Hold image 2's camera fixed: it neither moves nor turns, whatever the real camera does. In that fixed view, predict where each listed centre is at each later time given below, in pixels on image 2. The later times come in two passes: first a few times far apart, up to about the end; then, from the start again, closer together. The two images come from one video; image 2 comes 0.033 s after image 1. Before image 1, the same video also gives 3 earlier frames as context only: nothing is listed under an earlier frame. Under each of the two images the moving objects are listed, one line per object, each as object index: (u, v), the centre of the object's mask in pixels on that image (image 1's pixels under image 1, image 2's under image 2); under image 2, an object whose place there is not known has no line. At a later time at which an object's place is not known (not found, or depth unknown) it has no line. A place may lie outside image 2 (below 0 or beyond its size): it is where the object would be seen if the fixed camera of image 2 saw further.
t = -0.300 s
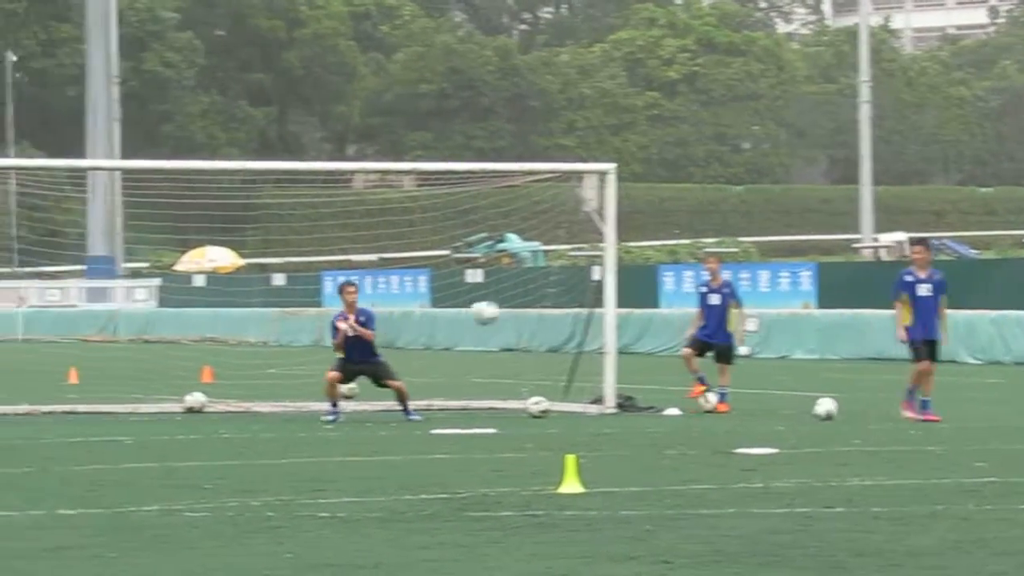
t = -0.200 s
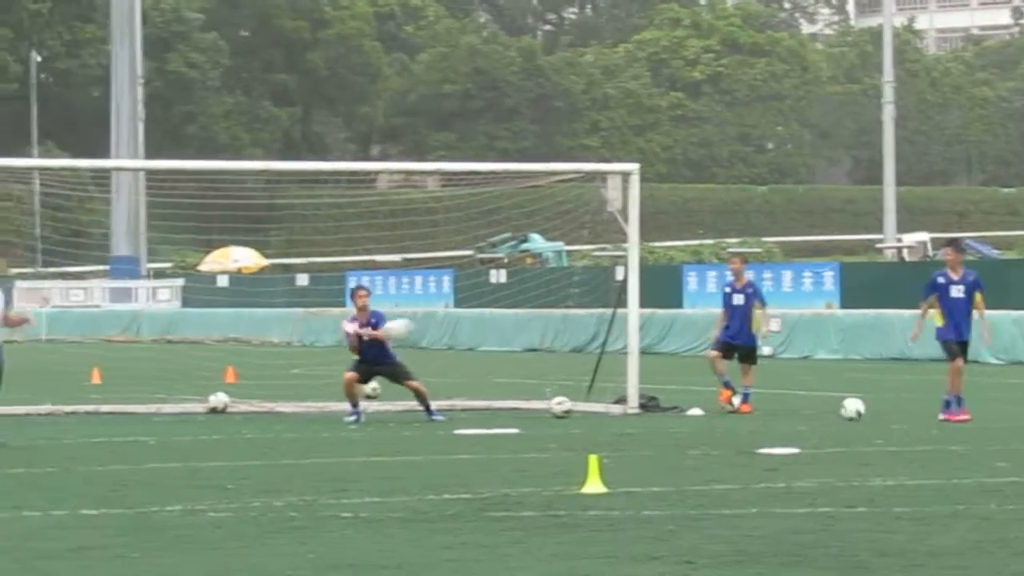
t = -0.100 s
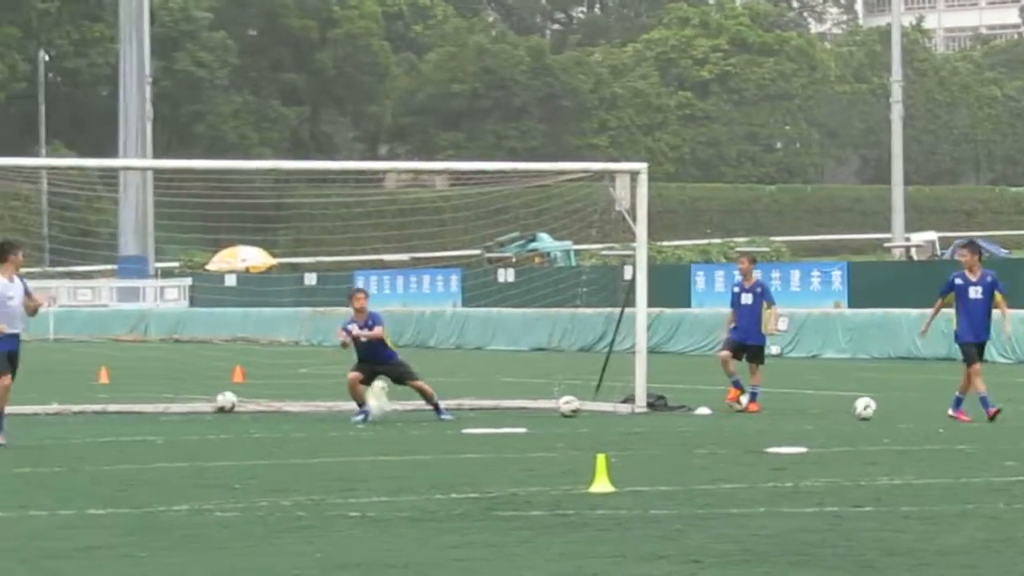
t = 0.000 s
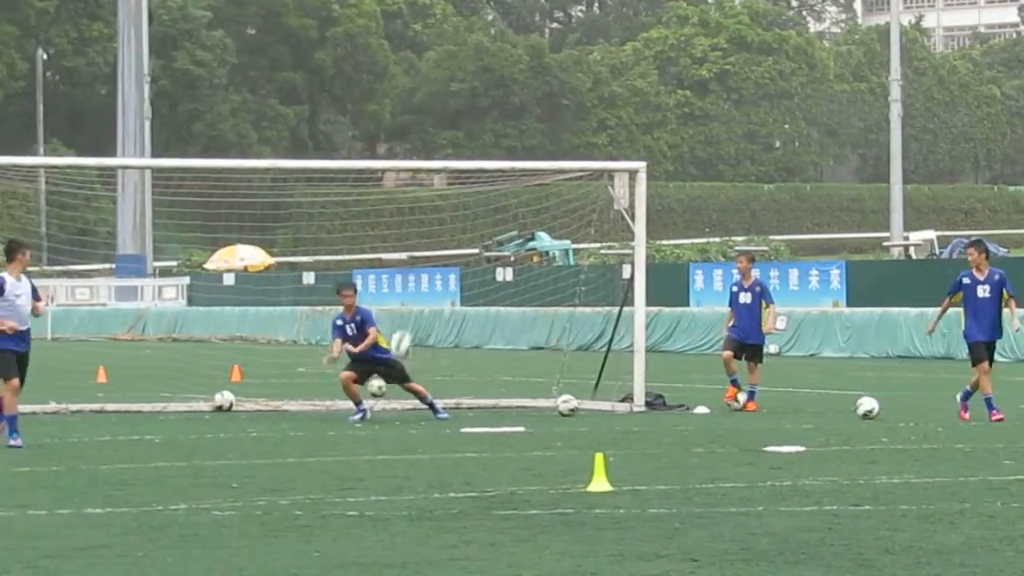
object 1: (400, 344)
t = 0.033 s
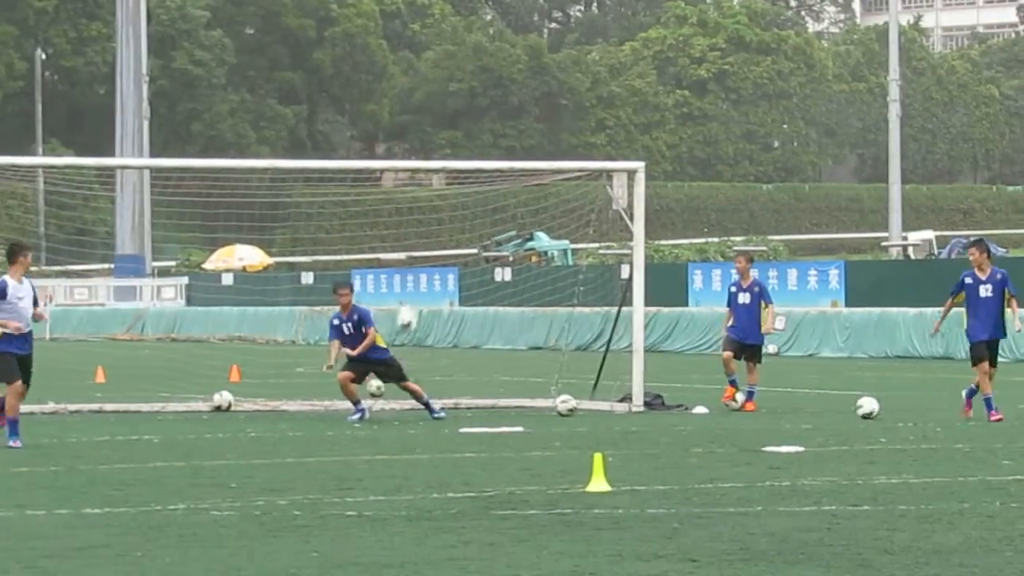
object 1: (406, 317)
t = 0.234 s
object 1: (456, 188)
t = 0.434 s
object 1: (507, 99)
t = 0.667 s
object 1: (571, 48)
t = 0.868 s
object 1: (626, 50)
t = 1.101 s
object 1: (695, 112)
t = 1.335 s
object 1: (766, 246)
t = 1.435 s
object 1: (799, 325)
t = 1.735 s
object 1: (897, 311)
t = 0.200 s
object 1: (448, 207)
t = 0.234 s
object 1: (456, 188)
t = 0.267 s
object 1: (464, 171)
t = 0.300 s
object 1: (473, 154)
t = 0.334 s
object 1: (481, 138)
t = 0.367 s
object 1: (490, 125)
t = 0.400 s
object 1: (499, 111)
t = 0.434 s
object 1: (507, 99)
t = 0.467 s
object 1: (516, 88)
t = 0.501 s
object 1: (525, 79)
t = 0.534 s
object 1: (535, 70)
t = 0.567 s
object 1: (543, 63)
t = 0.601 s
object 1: (553, 57)
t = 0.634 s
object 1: (562, 52)
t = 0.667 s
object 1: (571, 48)
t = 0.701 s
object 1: (581, 45)
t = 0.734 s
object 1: (590, 44)
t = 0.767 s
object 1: (599, 43)
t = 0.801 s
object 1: (608, 45)
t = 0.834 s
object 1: (616, 47)
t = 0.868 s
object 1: (626, 50)
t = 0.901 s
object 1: (636, 55)
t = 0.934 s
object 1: (645, 62)
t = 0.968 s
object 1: (653, 70)
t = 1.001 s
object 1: (664, 77)
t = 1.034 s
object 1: (675, 87)
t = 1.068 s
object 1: (685, 98)
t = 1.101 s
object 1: (695, 112)
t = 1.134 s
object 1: (703, 127)
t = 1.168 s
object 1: (714, 142)
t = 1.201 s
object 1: (724, 160)
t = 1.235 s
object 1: (735, 179)
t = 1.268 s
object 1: (745, 203)
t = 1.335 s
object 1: (766, 246)
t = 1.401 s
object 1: (788, 298)
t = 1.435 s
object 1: (799, 325)
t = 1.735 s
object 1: (897, 311)
